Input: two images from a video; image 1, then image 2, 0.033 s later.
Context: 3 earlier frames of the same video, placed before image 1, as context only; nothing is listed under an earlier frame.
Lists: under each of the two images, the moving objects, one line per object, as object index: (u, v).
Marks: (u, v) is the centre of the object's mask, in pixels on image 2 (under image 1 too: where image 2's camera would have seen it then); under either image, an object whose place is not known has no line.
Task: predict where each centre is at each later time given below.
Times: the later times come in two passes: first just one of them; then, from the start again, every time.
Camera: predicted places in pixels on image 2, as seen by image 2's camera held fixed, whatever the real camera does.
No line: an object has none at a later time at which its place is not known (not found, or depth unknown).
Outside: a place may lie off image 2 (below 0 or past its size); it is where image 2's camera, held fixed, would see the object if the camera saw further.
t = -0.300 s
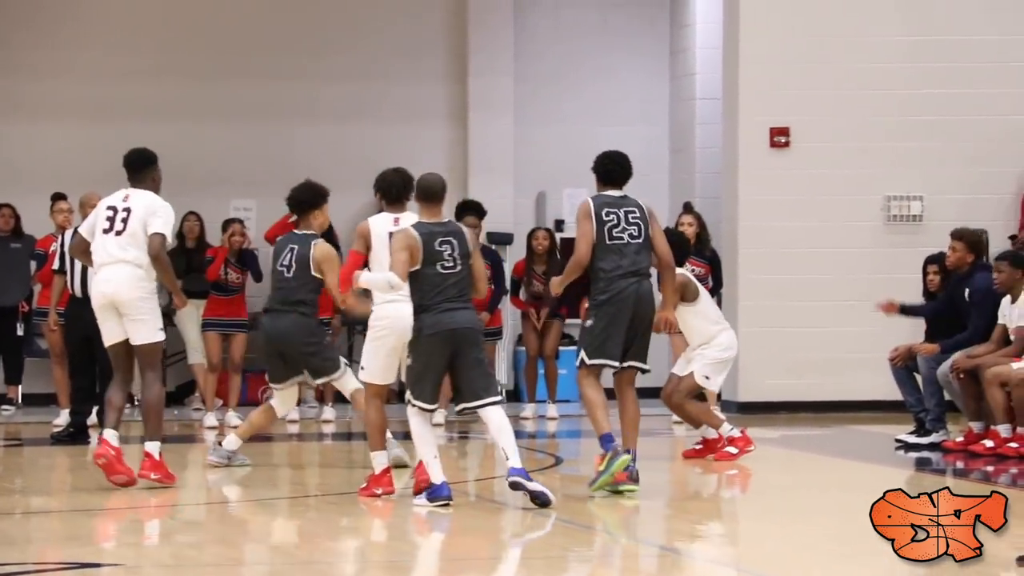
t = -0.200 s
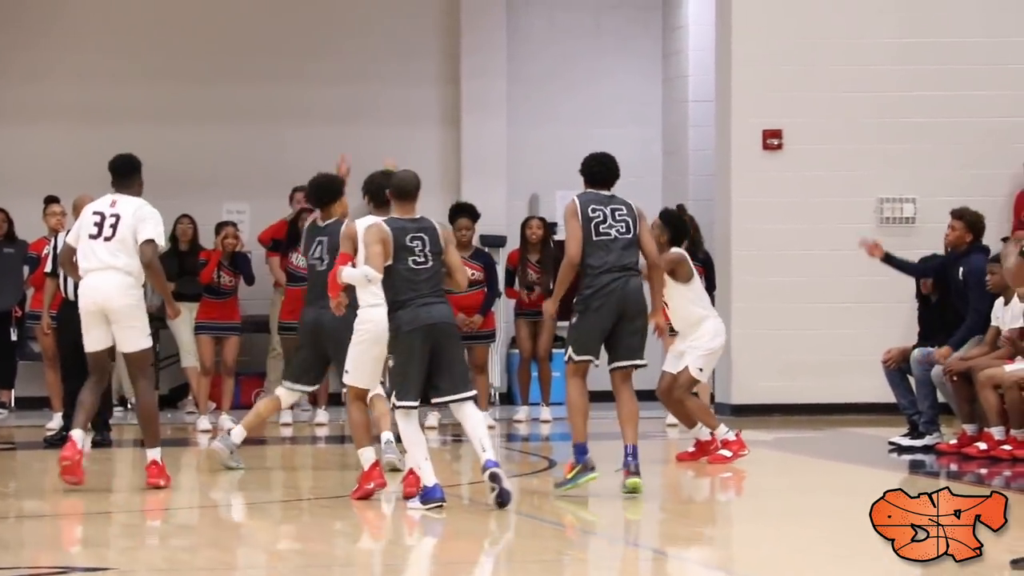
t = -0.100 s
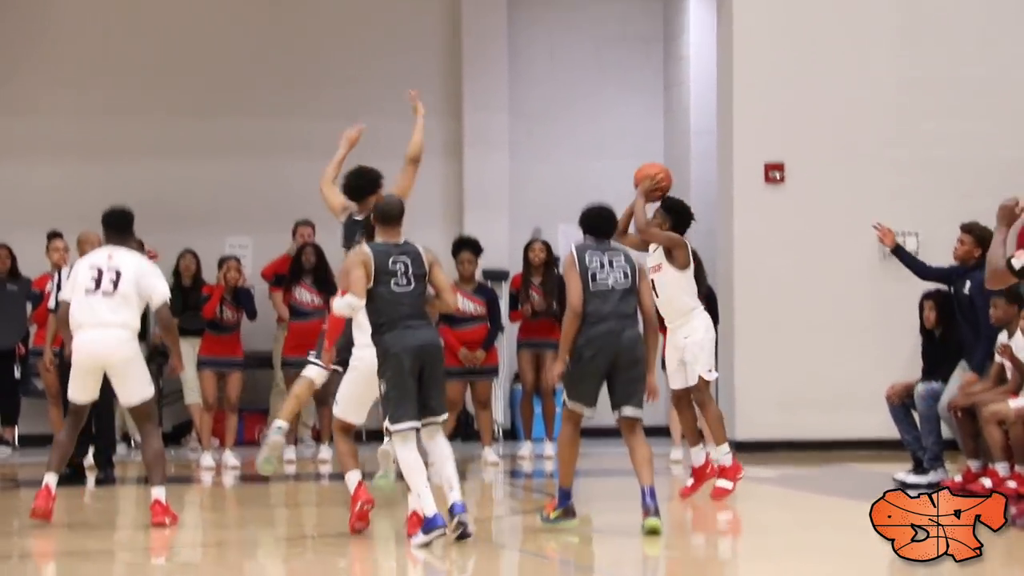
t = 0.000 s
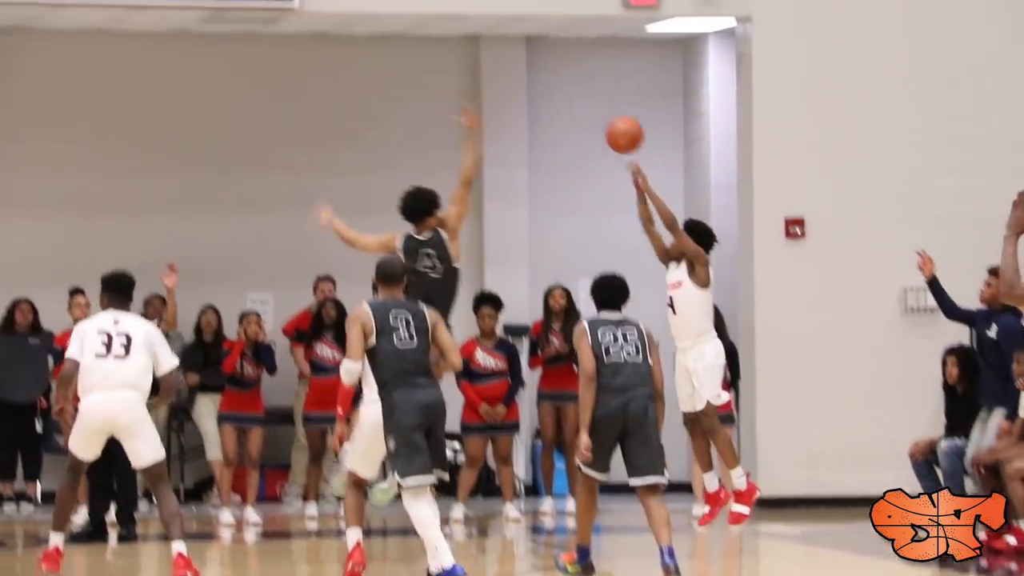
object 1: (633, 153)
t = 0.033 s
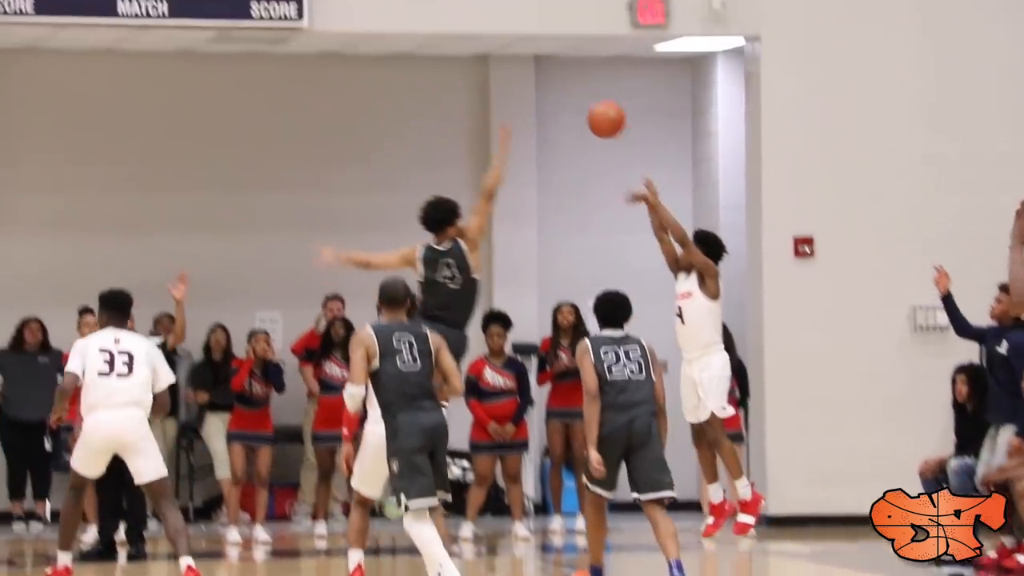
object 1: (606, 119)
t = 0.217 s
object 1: (462, -41)
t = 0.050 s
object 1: (593, 102)
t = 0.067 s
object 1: (579, 86)
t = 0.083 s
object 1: (566, 70)
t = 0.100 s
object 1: (552, 55)
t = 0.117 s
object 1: (539, 40)
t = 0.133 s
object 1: (526, 25)
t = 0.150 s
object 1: (513, 11)
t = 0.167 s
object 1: (500, -3)
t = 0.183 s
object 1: (487, -16)
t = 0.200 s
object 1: (474, -29)
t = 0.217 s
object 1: (462, -41)
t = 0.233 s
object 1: (449, -53)
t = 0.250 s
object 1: (437, -64)
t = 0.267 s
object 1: (424, -76)
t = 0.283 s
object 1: (411, -87)
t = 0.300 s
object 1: (398, -98)
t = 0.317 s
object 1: (385, -108)
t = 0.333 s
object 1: (372, -118)
